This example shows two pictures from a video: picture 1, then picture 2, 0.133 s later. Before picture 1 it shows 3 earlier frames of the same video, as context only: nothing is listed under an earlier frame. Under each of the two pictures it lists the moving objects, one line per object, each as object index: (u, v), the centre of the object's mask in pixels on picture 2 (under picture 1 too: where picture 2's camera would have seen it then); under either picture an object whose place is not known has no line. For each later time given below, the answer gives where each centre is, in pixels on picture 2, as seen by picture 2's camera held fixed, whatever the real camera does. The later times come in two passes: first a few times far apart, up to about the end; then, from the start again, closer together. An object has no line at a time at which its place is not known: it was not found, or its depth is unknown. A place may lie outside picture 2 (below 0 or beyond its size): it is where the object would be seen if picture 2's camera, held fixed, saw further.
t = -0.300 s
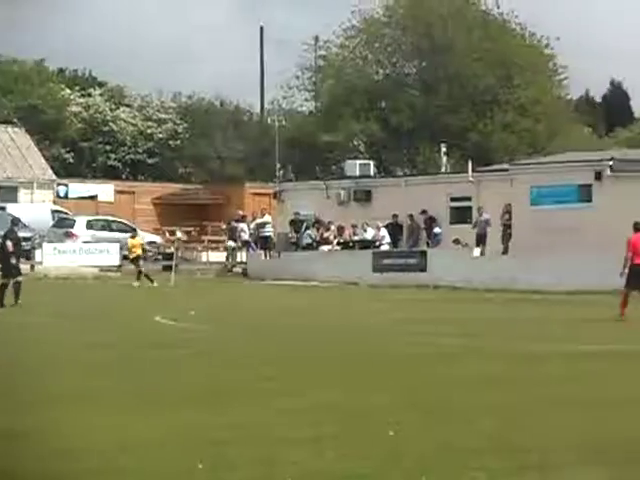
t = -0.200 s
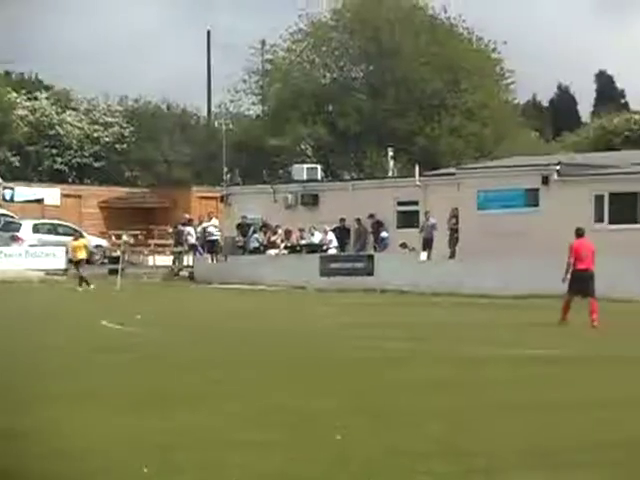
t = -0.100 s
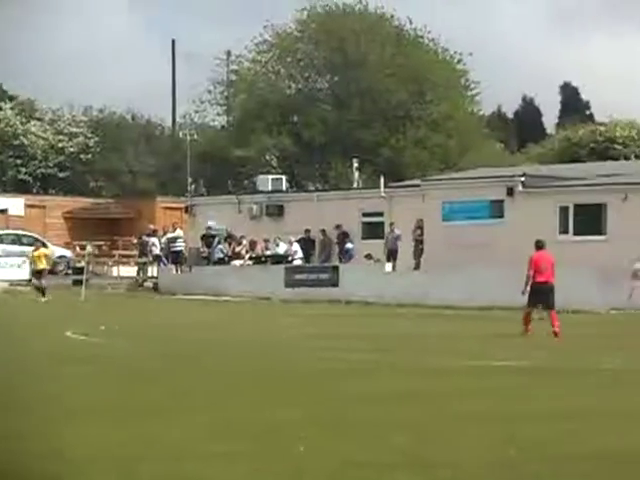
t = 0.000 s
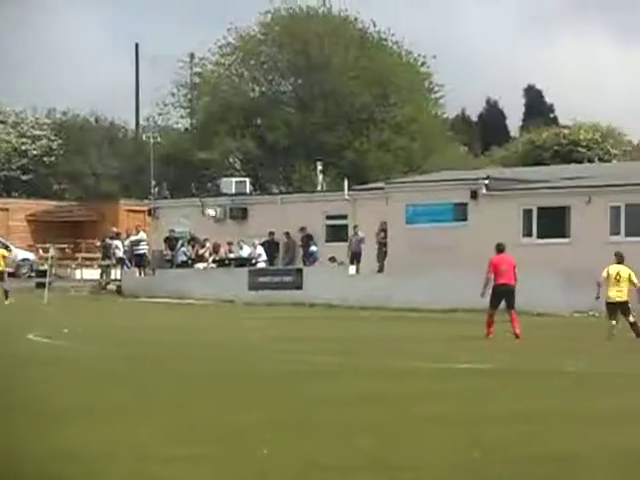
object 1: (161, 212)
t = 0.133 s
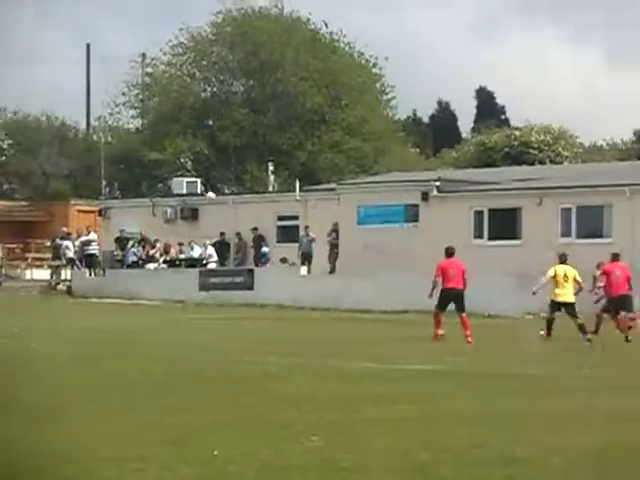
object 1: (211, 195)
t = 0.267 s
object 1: (261, 180)
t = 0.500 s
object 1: (352, 163)
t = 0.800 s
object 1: (477, 163)
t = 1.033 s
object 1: (583, 183)
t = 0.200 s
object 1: (236, 187)
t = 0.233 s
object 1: (248, 184)
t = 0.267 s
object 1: (261, 180)
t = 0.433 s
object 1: (325, 166)
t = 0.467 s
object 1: (339, 164)
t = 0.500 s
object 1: (352, 163)
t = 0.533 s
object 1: (365, 162)
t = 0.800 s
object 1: (477, 163)
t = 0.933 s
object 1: (535, 170)
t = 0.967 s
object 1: (552, 175)
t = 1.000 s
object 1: (567, 178)
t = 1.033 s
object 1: (583, 183)
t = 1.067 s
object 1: (600, 188)
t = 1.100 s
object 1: (616, 193)
